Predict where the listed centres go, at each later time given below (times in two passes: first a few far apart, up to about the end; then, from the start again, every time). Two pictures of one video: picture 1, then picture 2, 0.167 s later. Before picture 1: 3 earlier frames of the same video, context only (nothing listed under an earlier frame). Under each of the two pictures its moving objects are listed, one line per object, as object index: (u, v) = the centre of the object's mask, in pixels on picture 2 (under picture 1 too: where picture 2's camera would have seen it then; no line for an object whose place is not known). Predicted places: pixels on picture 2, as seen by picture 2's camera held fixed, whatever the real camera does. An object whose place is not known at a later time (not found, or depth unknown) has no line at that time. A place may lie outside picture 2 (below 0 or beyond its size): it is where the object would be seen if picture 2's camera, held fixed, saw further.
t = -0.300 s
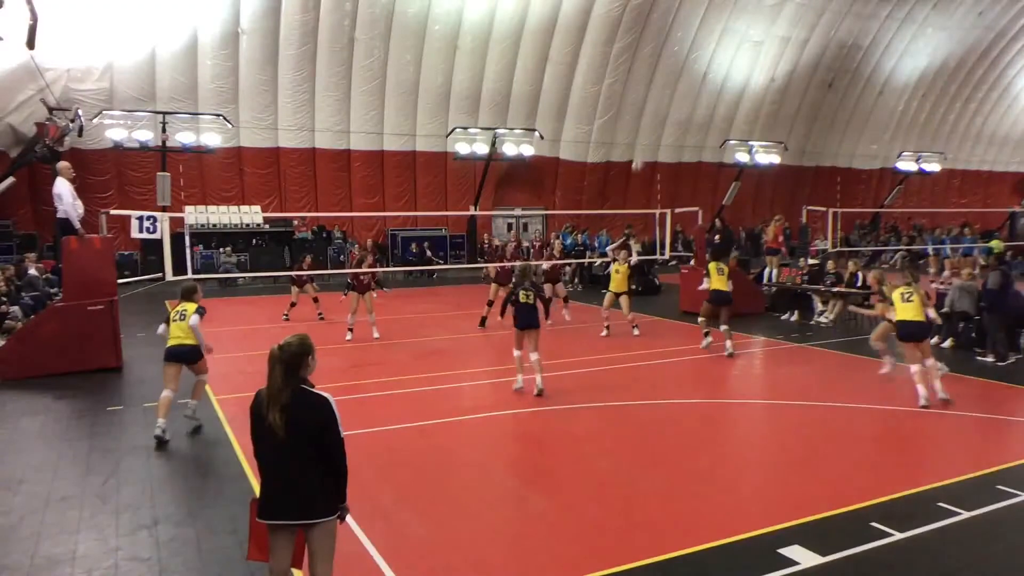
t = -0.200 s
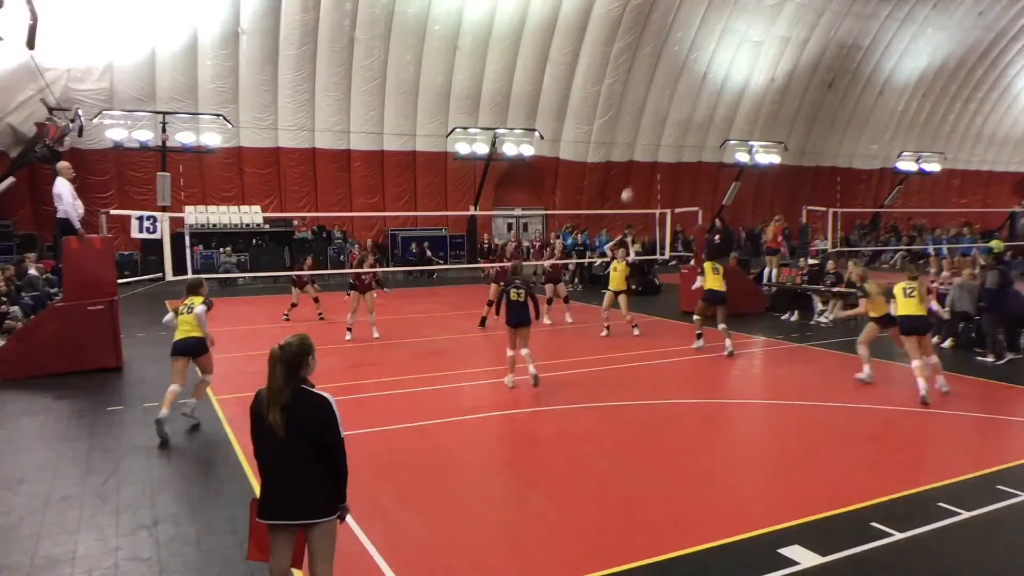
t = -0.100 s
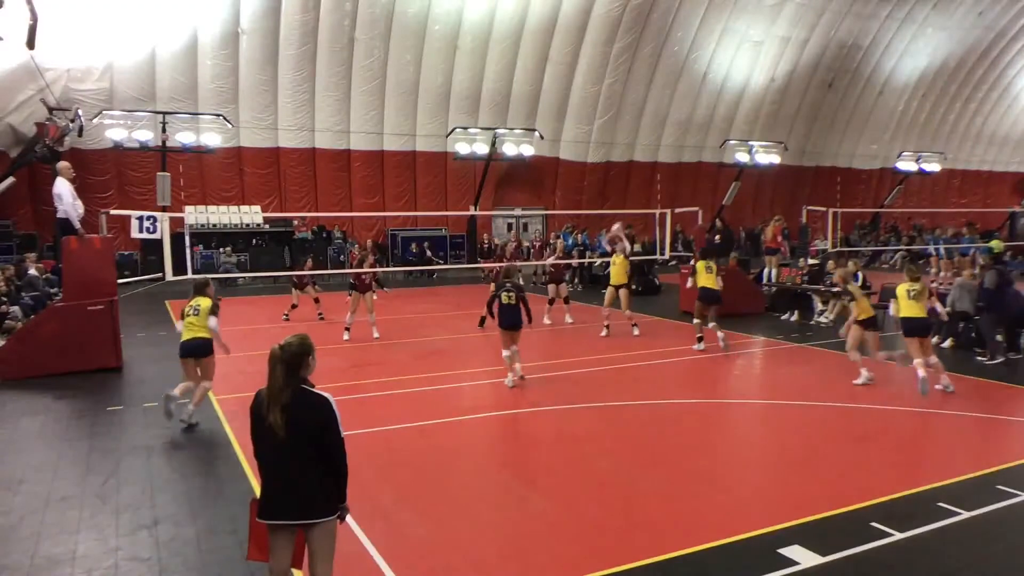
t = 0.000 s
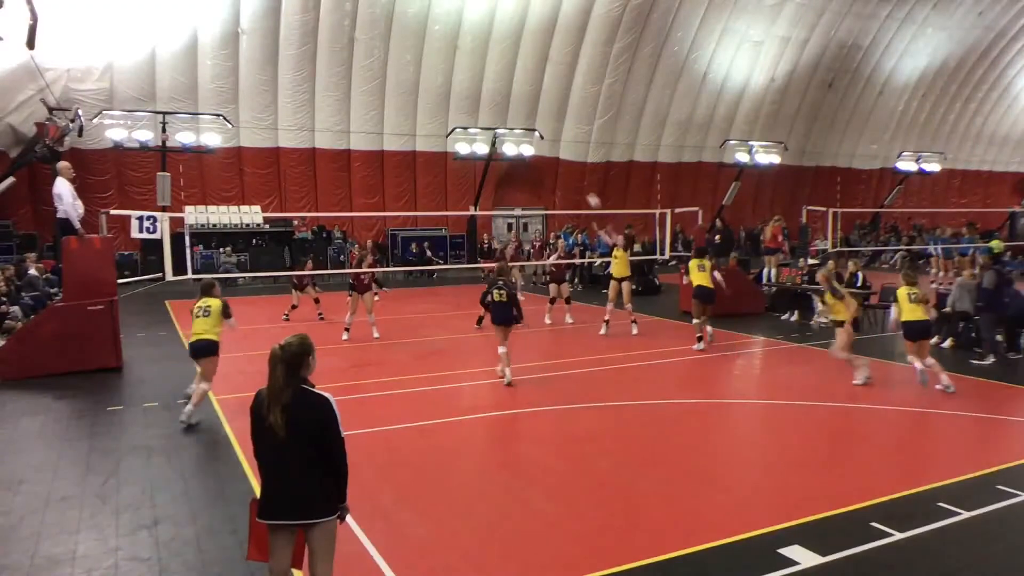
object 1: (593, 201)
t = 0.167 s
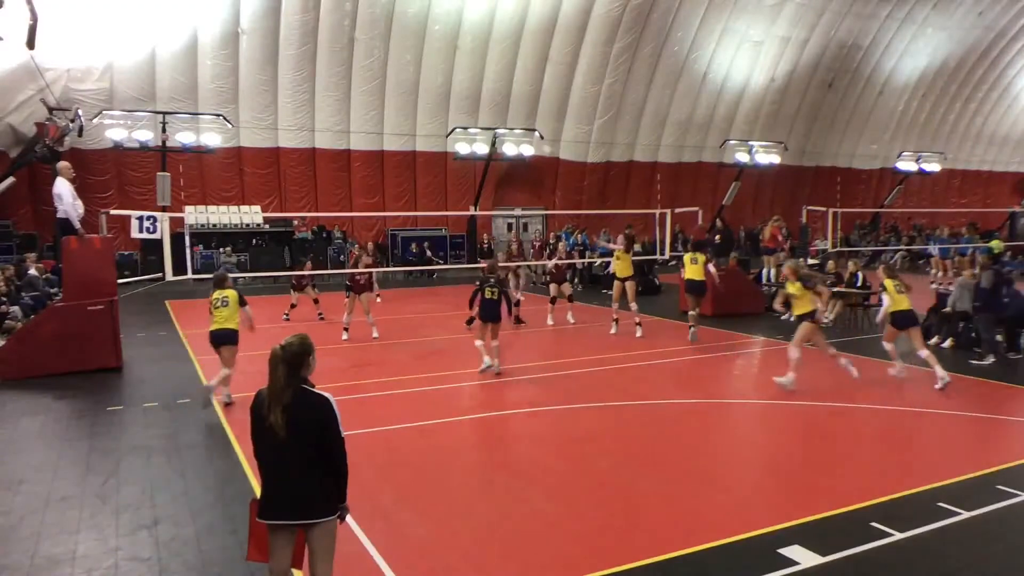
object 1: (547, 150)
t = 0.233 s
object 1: (526, 128)
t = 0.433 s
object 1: (474, 99)
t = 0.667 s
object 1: (405, 88)
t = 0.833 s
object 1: (353, 102)
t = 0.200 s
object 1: (538, 142)
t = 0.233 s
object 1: (526, 128)
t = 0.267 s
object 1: (520, 125)
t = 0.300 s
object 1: (510, 121)
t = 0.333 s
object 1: (501, 112)
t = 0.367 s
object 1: (492, 108)
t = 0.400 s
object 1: (482, 103)
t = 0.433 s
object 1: (474, 99)
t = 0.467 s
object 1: (465, 96)
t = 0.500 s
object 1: (454, 92)
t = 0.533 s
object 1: (445, 90)
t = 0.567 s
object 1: (436, 89)
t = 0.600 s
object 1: (425, 88)
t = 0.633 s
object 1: (414, 87)
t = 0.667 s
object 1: (405, 88)
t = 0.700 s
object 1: (394, 89)
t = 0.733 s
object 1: (384, 91)
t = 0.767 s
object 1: (373, 94)
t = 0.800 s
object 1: (364, 98)
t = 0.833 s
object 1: (353, 102)
